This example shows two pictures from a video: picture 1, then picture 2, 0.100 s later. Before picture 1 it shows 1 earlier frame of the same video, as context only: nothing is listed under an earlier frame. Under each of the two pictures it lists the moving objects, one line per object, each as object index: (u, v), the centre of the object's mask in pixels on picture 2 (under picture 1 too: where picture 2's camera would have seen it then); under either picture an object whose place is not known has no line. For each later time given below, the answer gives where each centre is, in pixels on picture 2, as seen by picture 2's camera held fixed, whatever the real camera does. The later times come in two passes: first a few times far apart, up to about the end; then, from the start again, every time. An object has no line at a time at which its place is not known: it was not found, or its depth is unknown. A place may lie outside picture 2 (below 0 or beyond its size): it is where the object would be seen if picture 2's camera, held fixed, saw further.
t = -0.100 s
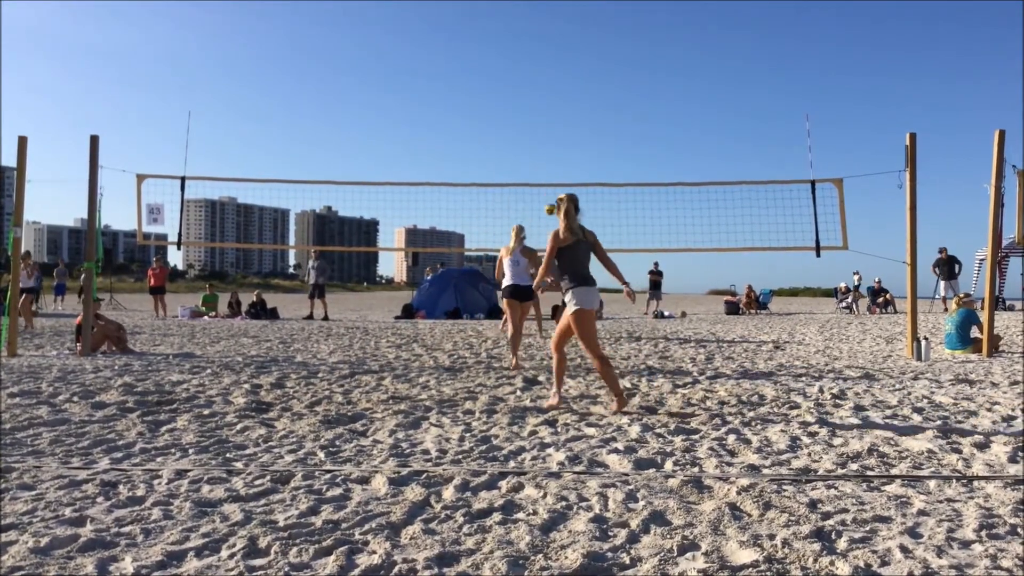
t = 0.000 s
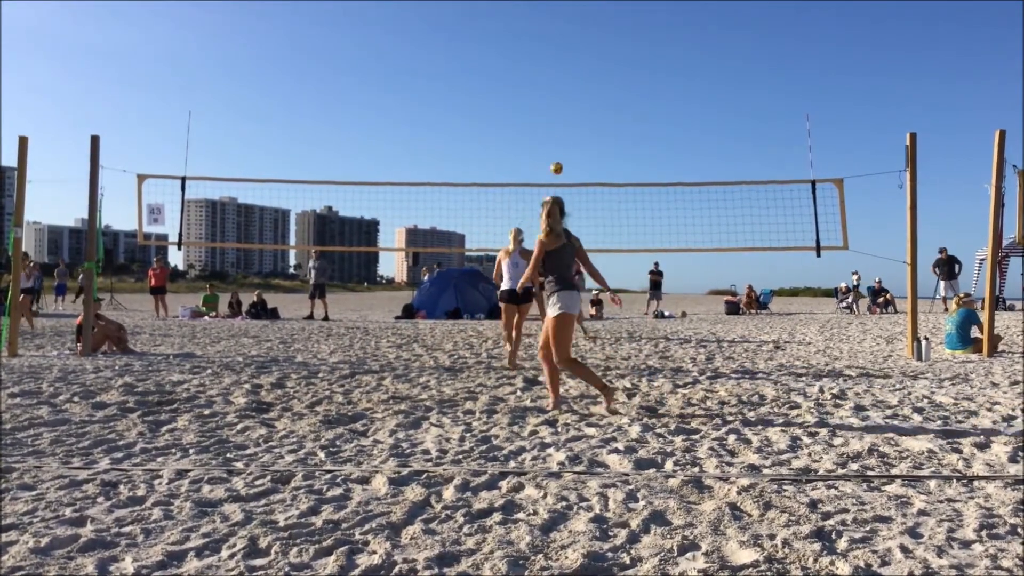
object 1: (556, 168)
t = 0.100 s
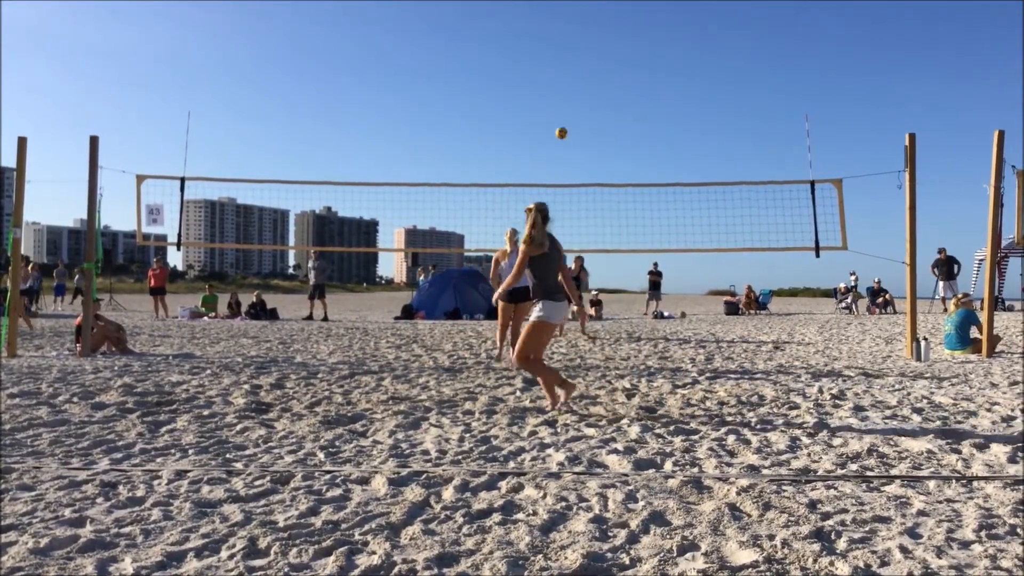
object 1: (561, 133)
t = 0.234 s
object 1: (568, 94)
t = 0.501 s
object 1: (581, 45)
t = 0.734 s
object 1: (593, 36)
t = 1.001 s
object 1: (605, 64)
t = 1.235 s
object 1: (617, 125)
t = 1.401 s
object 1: (627, 189)
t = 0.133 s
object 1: (563, 122)
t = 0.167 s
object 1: (564, 113)
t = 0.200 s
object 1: (566, 103)
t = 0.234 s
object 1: (568, 94)
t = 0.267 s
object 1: (570, 86)
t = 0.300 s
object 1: (571, 78)
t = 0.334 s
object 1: (573, 71)
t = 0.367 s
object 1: (574, 65)
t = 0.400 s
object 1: (576, 59)
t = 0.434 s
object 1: (578, 54)
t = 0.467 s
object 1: (580, 49)
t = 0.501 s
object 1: (581, 45)
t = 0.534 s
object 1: (583, 42)
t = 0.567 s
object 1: (585, 39)
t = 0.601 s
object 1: (586, 37)
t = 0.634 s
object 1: (587, 36)
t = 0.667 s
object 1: (590, 35)
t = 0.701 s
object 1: (591, 35)
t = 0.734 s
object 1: (593, 36)
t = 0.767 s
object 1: (594, 37)
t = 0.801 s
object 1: (597, 39)
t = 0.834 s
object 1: (598, 41)
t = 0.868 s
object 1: (598, 45)
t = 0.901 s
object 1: (600, 48)
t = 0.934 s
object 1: (602, 53)
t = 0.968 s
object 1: (604, 58)
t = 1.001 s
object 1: (605, 64)
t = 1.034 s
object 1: (607, 71)
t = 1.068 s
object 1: (609, 78)
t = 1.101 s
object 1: (611, 86)
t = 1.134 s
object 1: (612, 95)
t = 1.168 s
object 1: (614, 104)
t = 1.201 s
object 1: (615, 114)
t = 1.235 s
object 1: (617, 125)
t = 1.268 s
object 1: (619, 136)
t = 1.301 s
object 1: (621, 148)
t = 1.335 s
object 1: (622, 161)
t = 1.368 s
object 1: (623, 175)
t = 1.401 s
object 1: (627, 189)
